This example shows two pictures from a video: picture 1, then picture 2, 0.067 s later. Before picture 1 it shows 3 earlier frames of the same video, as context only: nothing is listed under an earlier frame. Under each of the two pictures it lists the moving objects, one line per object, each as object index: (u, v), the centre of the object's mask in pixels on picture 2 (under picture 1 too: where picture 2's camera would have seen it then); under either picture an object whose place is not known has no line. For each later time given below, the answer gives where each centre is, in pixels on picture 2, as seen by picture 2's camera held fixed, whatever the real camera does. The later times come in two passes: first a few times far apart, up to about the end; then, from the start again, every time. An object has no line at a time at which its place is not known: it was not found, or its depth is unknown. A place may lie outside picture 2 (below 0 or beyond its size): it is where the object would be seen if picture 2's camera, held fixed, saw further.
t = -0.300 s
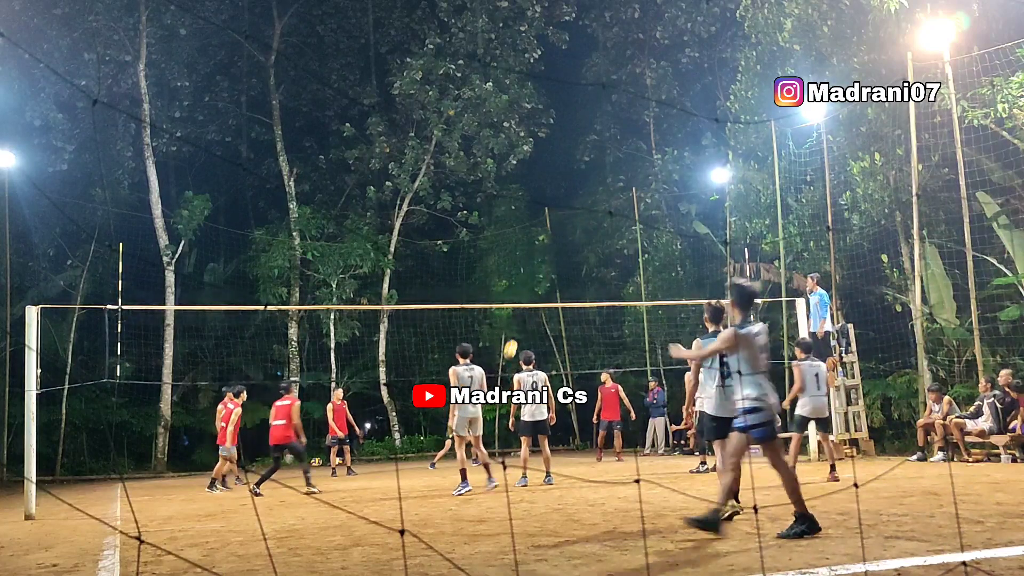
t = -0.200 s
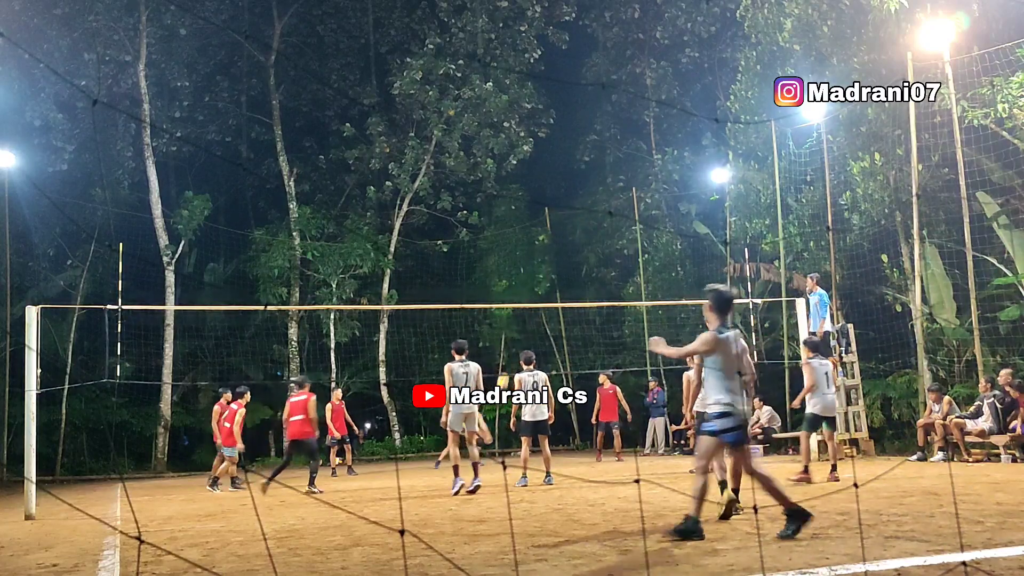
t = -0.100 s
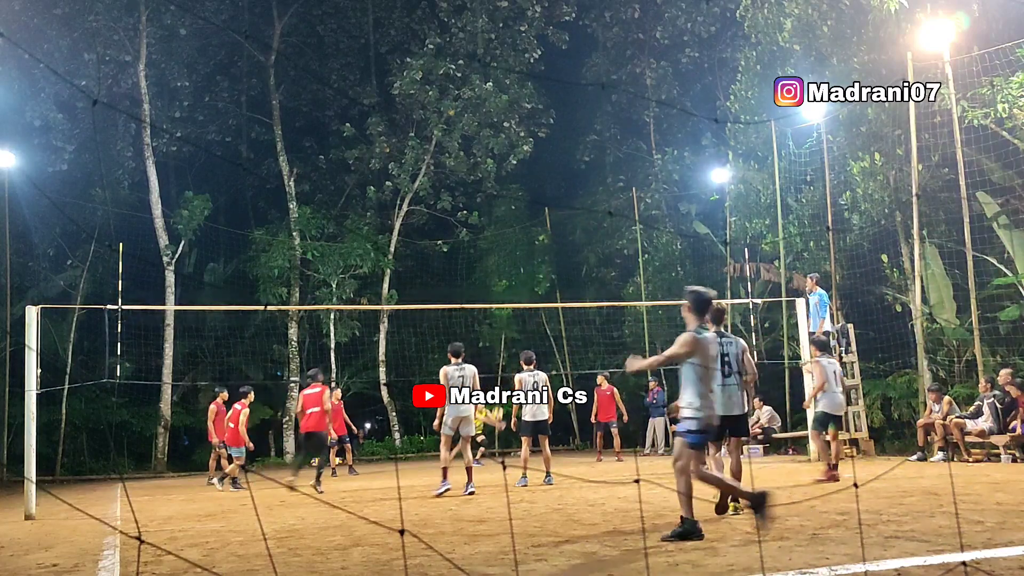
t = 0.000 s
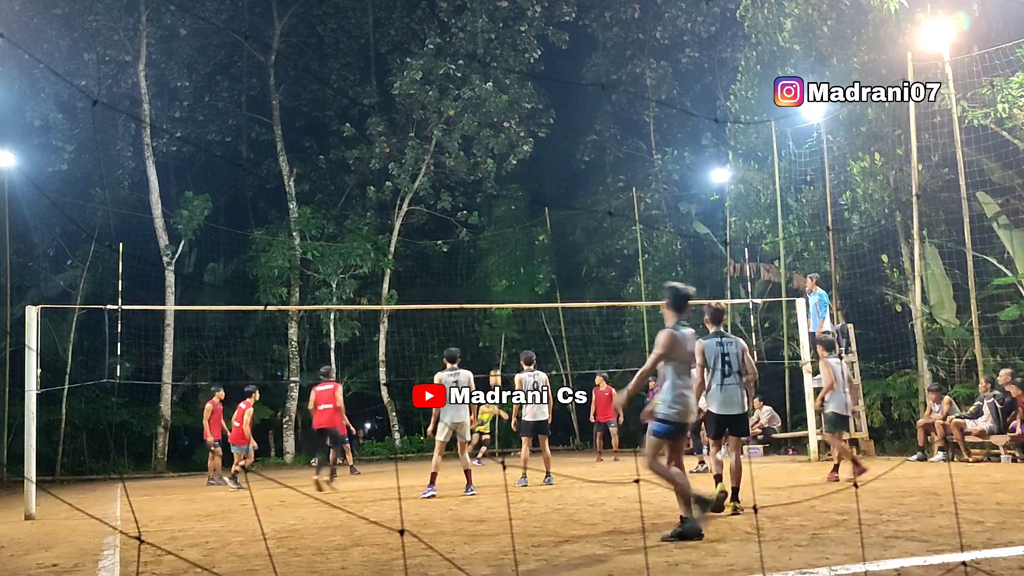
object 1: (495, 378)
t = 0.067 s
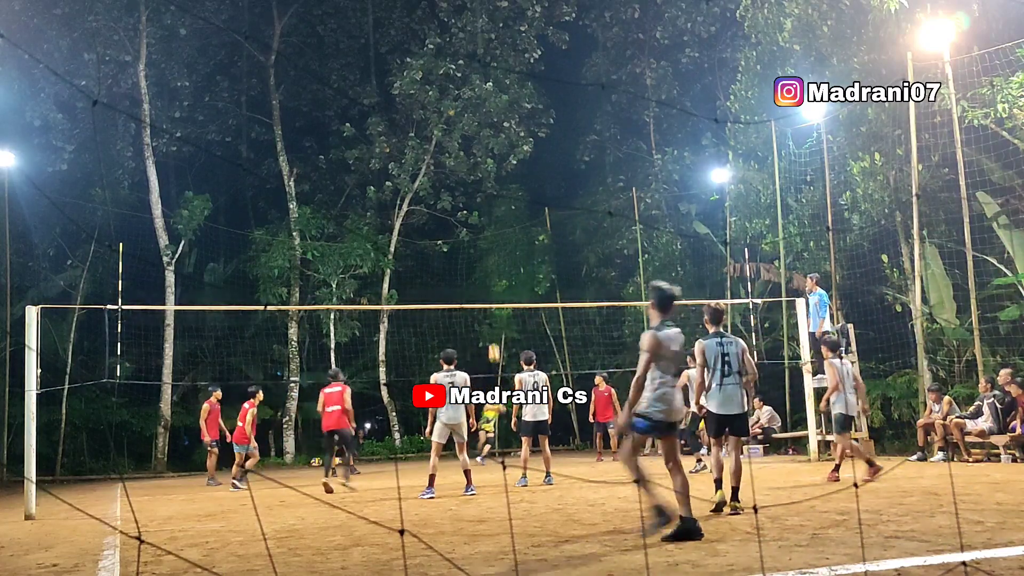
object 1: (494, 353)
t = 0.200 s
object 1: (491, 308)
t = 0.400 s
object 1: (486, 254)
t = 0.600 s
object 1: (481, 219)
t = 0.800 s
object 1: (477, 203)
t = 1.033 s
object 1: (473, 212)
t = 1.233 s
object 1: (469, 244)
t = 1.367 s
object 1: (468, 281)
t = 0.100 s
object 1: (493, 341)
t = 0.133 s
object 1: (493, 329)
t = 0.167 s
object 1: (492, 317)
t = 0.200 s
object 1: (491, 308)
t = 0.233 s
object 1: (490, 297)
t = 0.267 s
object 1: (489, 288)
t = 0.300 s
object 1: (489, 279)
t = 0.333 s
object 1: (488, 270)
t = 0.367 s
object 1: (487, 262)
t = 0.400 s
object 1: (486, 254)
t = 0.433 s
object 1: (485, 247)
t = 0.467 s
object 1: (485, 240)
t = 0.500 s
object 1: (484, 234)
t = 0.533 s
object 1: (483, 229)
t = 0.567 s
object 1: (483, 224)
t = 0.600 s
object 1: (481, 219)
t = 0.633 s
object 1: (481, 215)
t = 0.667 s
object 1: (480, 211)
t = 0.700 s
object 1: (479, 207)
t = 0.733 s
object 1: (479, 206)
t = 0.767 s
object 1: (478, 204)
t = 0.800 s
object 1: (477, 203)
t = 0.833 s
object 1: (476, 203)
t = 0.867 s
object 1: (476, 203)
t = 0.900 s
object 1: (475, 203)
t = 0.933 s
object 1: (475, 204)
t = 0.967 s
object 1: (474, 206)
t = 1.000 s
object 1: (473, 208)
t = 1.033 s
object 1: (473, 212)
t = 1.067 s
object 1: (472, 216)
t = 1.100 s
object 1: (472, 220)
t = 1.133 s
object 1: (471, 225)
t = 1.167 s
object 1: (471, 231)
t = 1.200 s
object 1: (470, 237)
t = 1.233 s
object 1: (469, 244)
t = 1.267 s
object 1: (469, 252)
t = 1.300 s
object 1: (469, 261)
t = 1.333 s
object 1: (469, 270)
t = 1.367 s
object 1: (468, 281)
